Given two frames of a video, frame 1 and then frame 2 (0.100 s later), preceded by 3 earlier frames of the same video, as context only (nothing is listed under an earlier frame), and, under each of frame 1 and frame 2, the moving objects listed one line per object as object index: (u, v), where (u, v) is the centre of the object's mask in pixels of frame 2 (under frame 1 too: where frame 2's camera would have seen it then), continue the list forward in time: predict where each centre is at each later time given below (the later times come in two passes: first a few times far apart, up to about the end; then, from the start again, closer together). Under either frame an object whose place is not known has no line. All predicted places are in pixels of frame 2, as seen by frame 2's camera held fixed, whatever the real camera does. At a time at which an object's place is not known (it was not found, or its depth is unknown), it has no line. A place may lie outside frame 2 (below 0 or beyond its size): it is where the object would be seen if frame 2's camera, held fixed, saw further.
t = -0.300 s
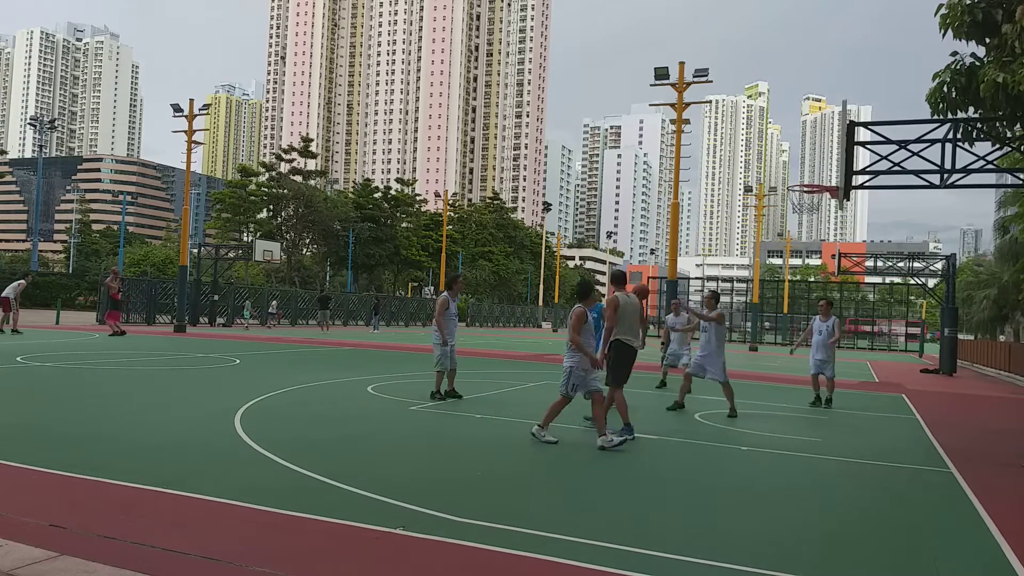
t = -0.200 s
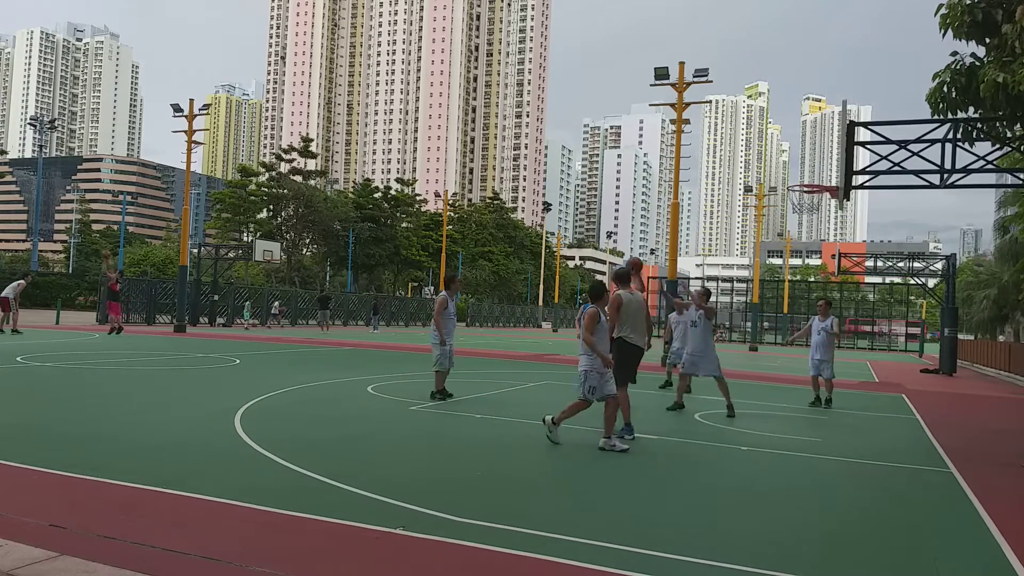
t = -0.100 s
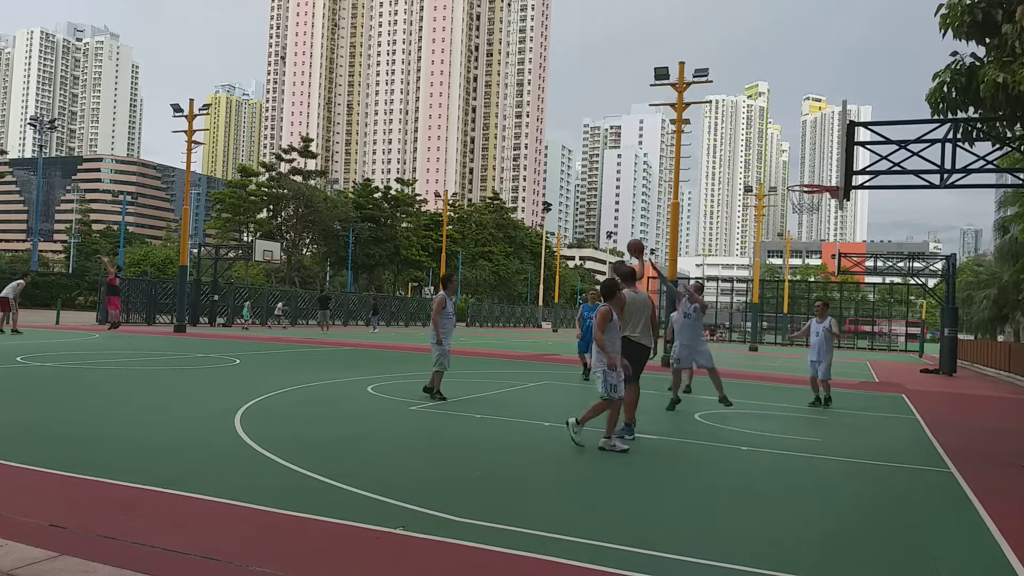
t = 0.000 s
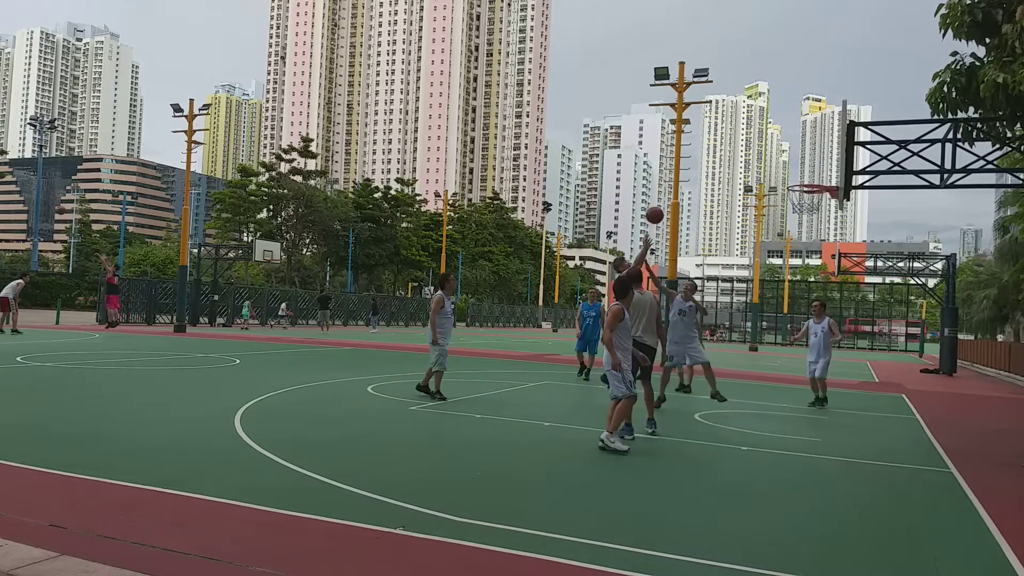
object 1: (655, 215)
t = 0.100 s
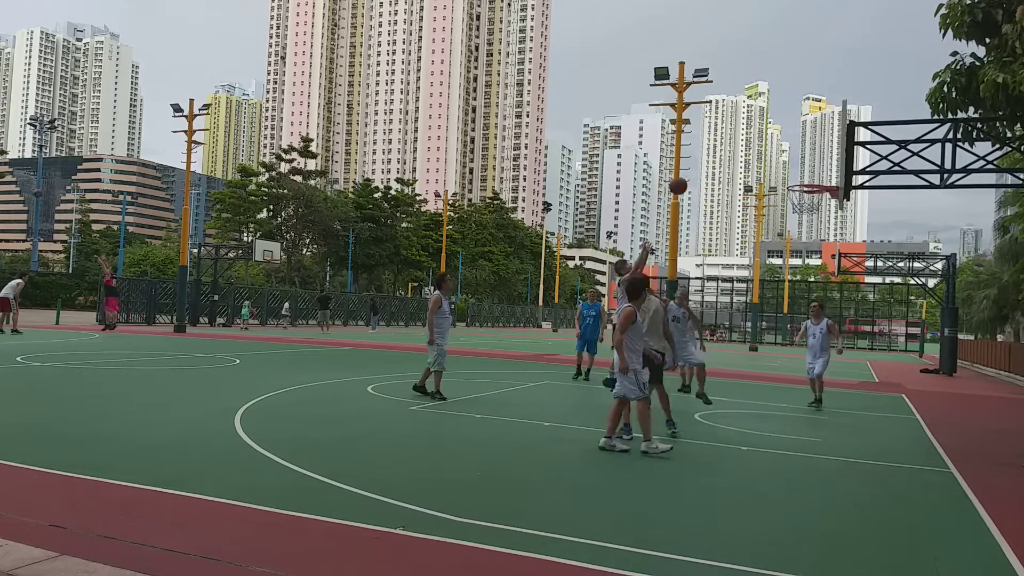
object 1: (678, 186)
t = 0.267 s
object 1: (718, 152)
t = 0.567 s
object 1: (791, 139)
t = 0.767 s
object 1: (821, 169)
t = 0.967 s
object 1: (787, 188)
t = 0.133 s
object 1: (686, 178)
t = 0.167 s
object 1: (694, 170)
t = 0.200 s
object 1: (702, 163)
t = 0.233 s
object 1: (710, 157)
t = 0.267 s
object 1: (718, 152)
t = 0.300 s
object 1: (726, 147)
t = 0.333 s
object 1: (734, 144)
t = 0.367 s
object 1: (742, 140)
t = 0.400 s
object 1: (750, 138)
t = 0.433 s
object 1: (758, 137)
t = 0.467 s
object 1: (766, 136)
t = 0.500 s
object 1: (775, 136)
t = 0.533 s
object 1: (783, 138)
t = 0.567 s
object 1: (791, 139)
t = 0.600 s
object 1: (799, 143)
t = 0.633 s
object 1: (807, 146)
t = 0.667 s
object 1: (816, 151)
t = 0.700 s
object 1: (824, 157)
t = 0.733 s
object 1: (829, 163)
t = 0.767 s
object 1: (821, 169)
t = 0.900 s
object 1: (797, 182)
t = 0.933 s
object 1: (792, 184)
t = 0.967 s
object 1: (787, 188)
